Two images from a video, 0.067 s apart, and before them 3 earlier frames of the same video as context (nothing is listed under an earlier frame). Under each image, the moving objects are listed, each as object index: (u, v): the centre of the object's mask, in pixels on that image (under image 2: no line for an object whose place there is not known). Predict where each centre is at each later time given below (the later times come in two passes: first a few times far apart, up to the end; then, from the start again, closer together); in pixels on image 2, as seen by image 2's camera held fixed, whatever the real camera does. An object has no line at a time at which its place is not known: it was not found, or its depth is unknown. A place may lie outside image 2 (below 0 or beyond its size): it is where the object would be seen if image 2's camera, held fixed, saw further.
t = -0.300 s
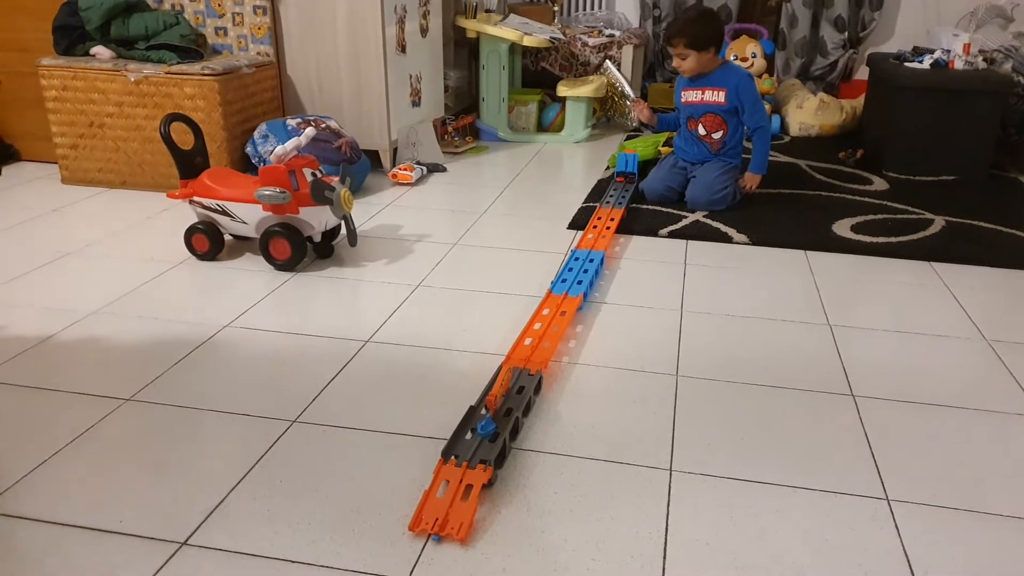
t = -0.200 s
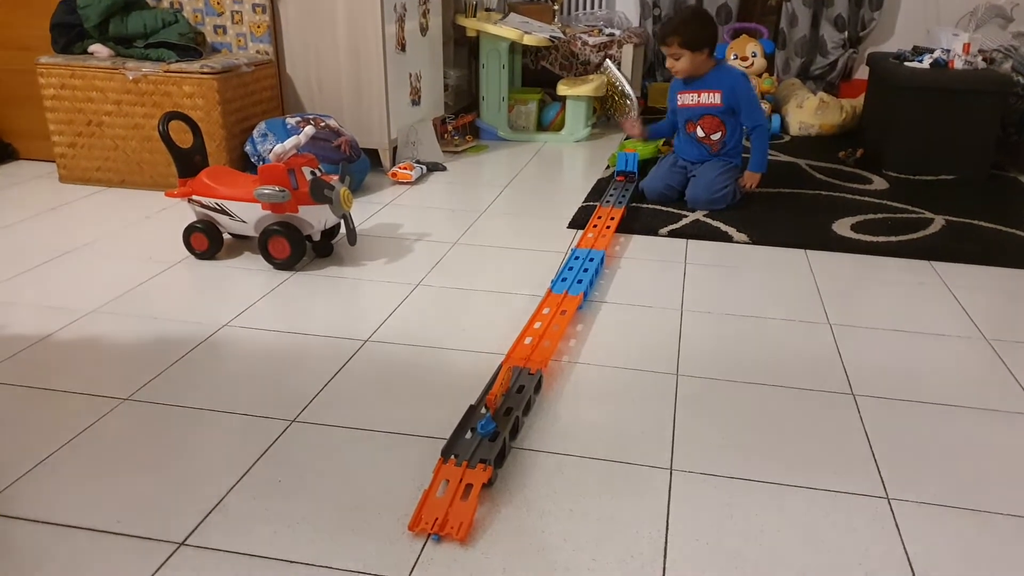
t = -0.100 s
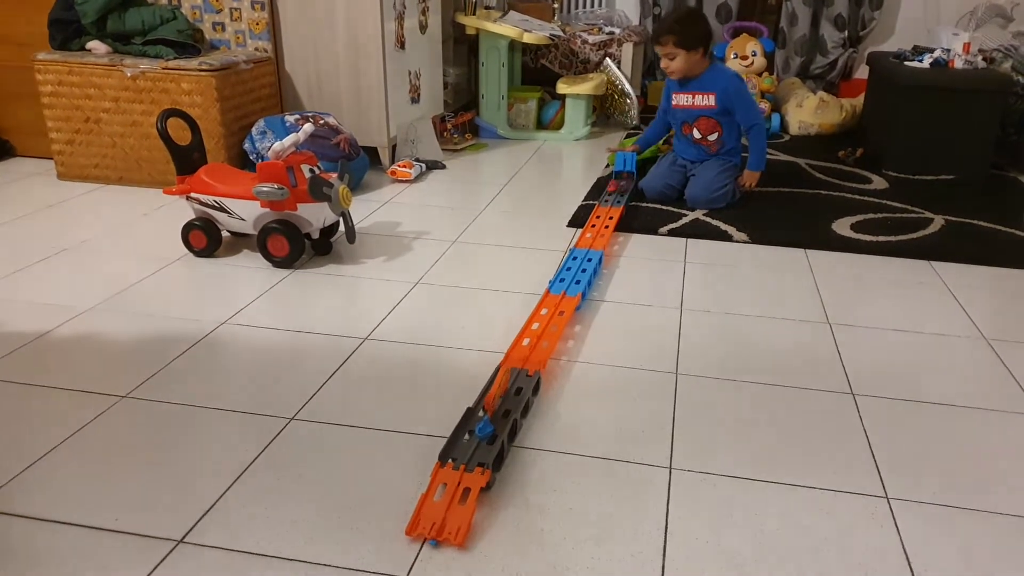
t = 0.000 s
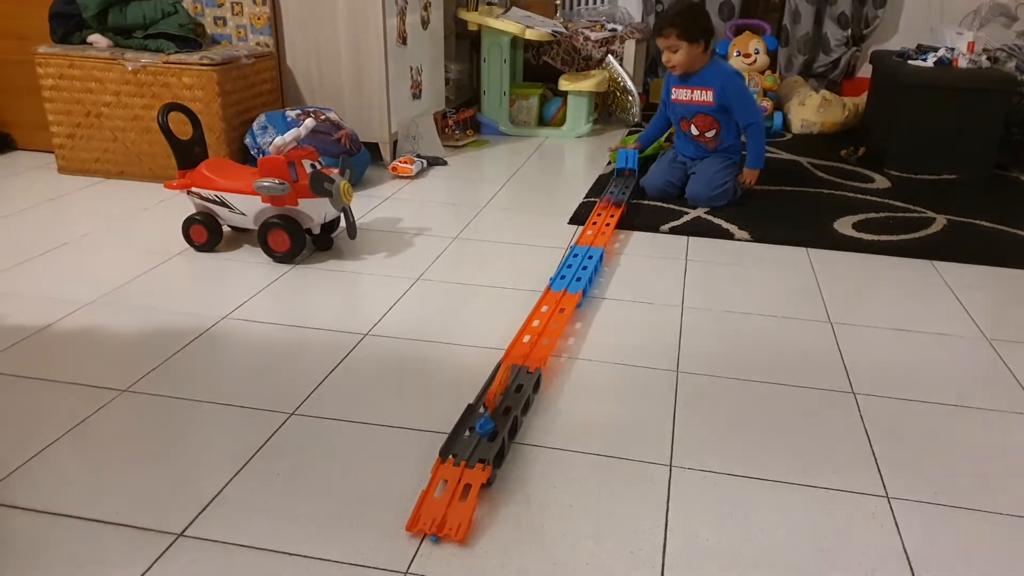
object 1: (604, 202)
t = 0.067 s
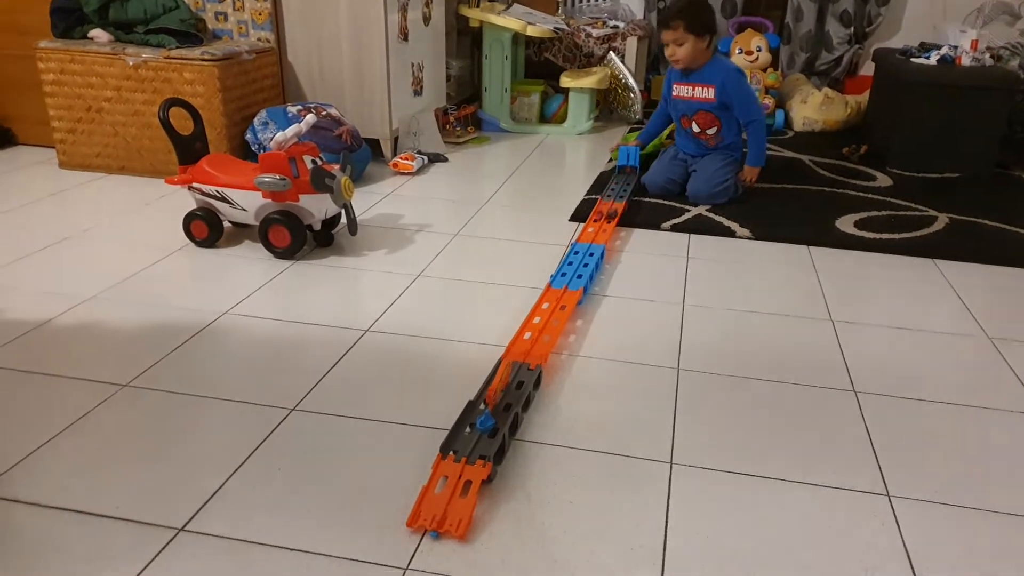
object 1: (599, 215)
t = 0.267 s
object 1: (569, 264)
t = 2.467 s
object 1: (250, 690)
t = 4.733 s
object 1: (251, 685)
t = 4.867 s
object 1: (251, 685)
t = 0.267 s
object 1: (569, 264)
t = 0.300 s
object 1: (563, 273)
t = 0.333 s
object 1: (556, 283)
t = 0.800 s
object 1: (444, 471)
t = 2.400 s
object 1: (251, 690)
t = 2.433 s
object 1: (250, 690)
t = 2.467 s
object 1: (250, 690)
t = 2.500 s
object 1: (250, 689)
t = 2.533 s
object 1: (250, 689)
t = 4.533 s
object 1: (251, 685)
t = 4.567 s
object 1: (251, 685)
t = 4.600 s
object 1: (251, 685)
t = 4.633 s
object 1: (251, 685)
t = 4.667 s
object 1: (251, 685)
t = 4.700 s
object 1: (251, 685)
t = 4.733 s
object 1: (251, 685)
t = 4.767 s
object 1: (251, 685)
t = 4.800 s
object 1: (251, 685)
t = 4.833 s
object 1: (251, 685)
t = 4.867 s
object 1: (251, 685)
